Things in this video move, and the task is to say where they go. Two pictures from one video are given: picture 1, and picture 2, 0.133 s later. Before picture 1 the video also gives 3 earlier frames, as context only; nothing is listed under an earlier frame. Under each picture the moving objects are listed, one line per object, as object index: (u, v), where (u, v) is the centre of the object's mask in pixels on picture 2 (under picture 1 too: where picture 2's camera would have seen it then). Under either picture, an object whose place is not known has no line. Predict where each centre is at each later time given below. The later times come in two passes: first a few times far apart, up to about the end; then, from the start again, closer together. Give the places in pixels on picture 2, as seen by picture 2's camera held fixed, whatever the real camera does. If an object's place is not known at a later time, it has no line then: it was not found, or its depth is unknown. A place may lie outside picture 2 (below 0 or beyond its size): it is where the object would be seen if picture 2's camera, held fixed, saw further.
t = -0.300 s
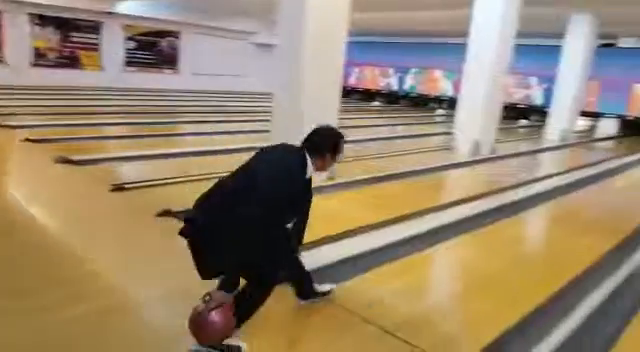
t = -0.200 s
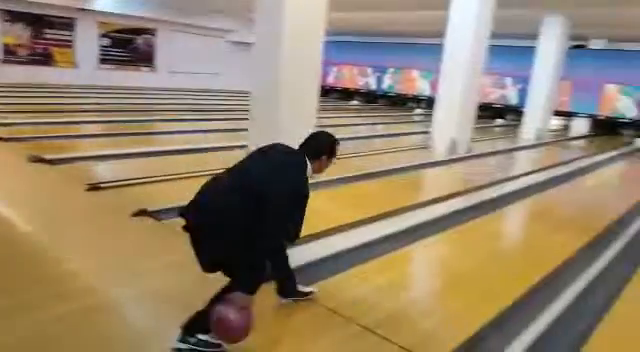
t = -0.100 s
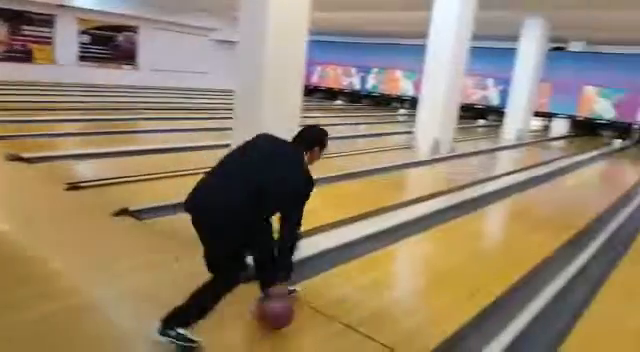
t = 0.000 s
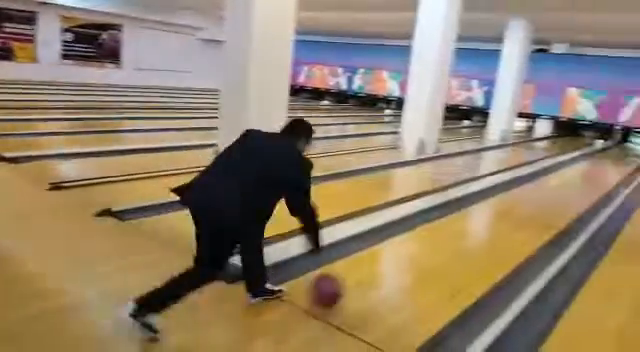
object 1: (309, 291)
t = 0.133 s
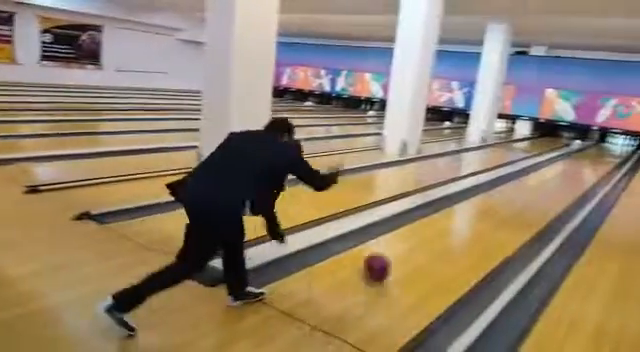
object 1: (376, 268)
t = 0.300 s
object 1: (434, 243)
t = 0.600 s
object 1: (502, 212)
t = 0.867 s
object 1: (539, 196)
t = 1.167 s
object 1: (565, 182)
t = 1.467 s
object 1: (585, 172)
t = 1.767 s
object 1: (598, 166)
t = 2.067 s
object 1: (615, 162)
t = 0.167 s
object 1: (390, 262)
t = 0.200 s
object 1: (403, 257)
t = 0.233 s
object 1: (414, 252)
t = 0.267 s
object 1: (425, 247)
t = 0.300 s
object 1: (434, 243)
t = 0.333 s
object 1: (444, 238)
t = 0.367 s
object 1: (453, 234)
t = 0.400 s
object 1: (462, 231)
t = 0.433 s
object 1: (469, 227)
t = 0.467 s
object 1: (477, 223)
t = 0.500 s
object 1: (484, 220)
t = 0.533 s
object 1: (490, 219)
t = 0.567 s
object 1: (496, 216)
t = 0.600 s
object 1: (502, 212)
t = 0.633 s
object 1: (507, 210)
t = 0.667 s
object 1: (513, 207)
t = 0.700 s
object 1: (517, 206)
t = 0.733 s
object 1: (522, 203)
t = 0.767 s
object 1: (527, 201)
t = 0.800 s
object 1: (531, 199)
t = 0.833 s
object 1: (535, 197)
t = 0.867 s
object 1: (539, 196)
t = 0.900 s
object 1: (543, 194)
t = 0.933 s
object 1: (546, 192)
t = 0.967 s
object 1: (549, 190)
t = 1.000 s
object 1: (553, 189)
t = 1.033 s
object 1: (556, 187)
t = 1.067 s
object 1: (558, 186)
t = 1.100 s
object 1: (561, 184)
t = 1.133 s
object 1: (563, 183)
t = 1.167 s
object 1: (565, 182)
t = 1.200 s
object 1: (567, 181)
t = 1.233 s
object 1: (571, 179)
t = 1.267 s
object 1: (573, 179)
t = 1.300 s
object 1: (573, 178)
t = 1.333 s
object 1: (576, 176)
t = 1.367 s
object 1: (579, 175)
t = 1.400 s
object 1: (582, 173)
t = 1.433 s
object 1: (583, 172)
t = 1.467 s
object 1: (585, 172)
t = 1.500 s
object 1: (587, 171)
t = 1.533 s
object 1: (590, 170)
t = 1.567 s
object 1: (592, 169)
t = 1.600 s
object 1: (592, 168)
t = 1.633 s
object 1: (594, 167)
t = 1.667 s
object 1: (594, 167)
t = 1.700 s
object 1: (596, 166)
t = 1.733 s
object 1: (596, 166)
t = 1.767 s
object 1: (598, 166)
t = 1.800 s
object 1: (599, 165)
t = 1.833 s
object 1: (599, 165)
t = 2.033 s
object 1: (615, 162)
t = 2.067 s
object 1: (615, 162)
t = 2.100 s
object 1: (615, 162)
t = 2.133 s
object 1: (615, 162)
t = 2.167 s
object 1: (616, 162)
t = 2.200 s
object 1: (616, 162)
